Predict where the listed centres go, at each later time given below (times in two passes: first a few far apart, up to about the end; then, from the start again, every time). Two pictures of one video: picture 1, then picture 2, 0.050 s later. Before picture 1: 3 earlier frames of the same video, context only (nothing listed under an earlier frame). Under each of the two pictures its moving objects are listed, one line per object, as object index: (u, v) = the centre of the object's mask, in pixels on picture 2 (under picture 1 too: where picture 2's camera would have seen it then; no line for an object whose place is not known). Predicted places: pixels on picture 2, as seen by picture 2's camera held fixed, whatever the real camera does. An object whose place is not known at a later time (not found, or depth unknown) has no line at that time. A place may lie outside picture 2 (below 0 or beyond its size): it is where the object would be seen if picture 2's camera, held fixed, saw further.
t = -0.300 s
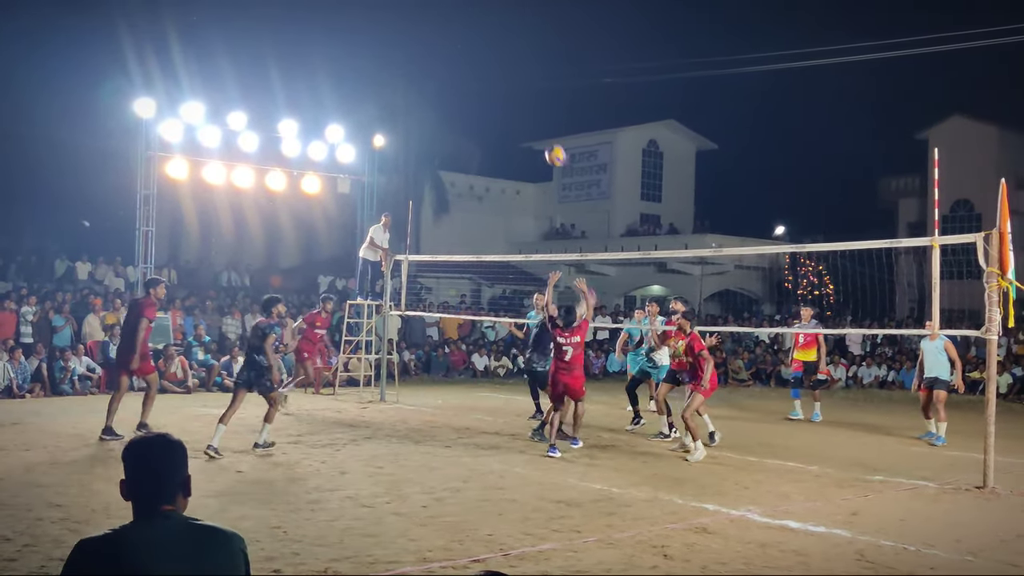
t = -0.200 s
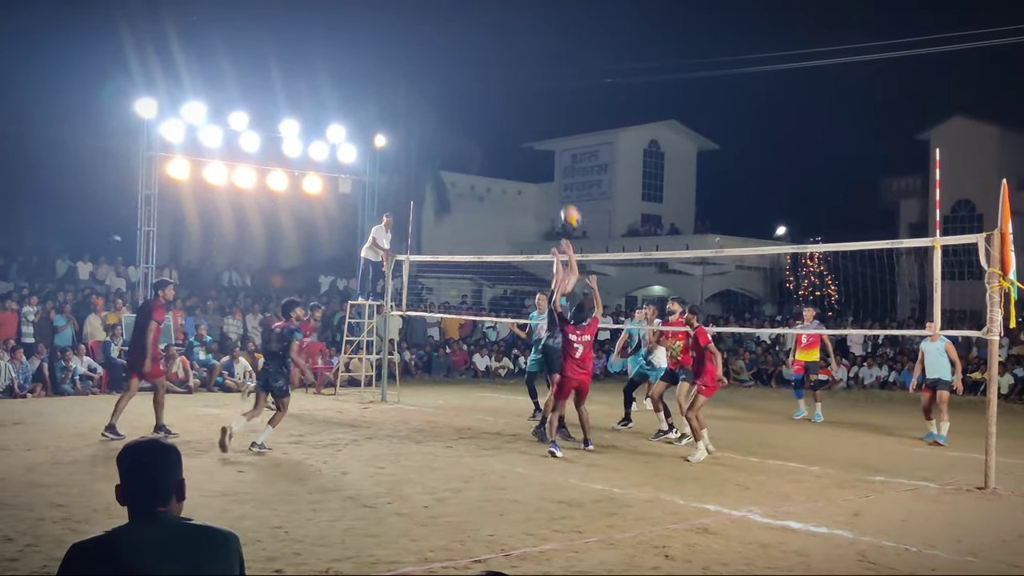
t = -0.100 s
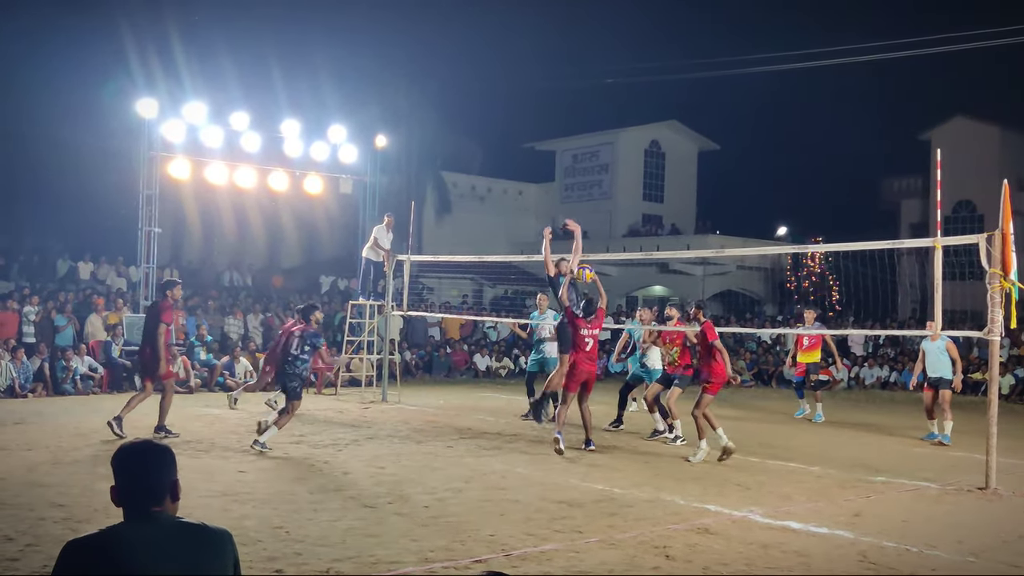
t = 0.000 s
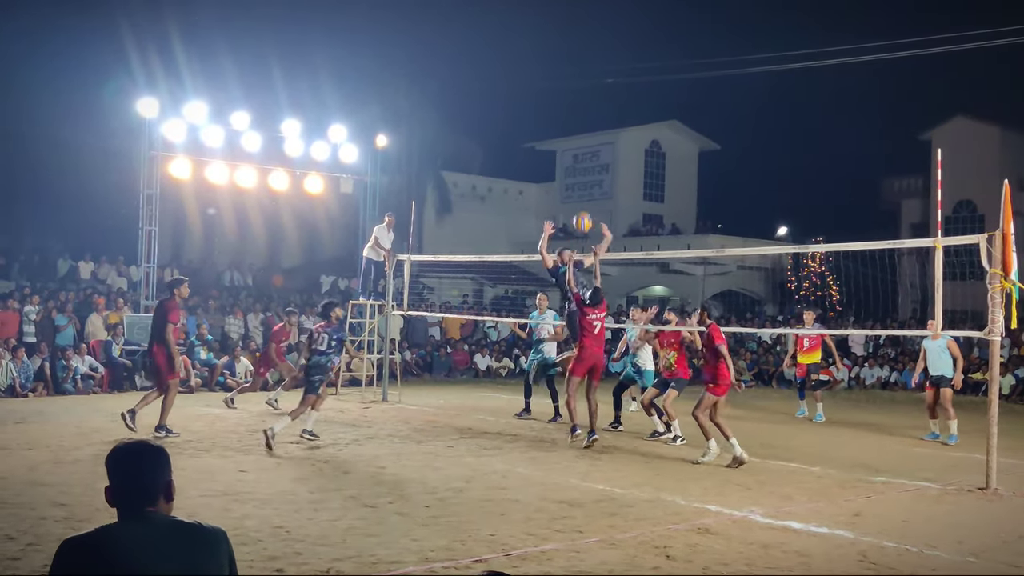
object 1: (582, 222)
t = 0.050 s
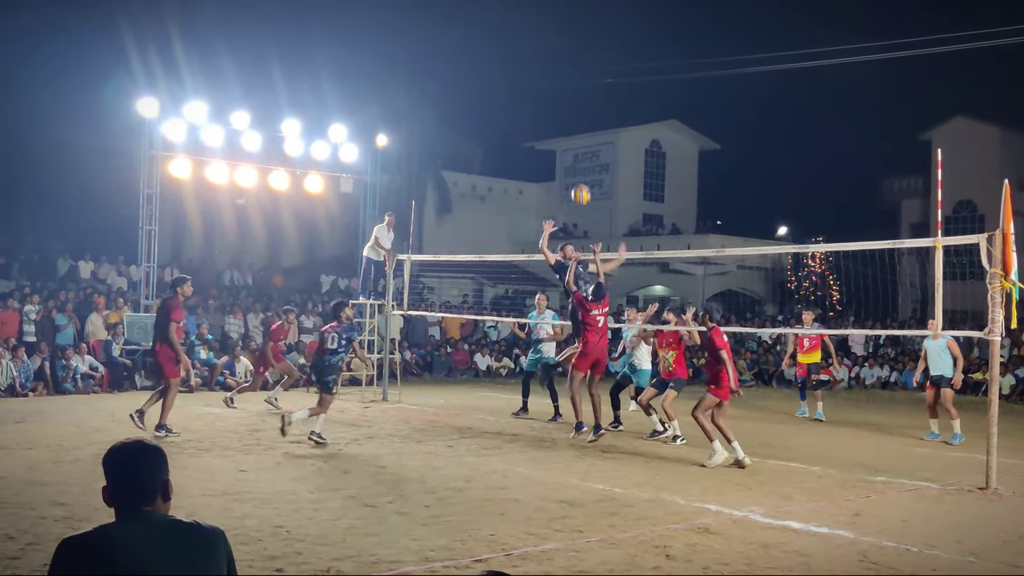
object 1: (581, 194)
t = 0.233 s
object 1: (574, 117)
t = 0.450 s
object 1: (564, 66)
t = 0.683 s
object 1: (552, 53)
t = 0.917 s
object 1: (539, 83)
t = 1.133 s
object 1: (526, 144)
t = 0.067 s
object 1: (580, 186)
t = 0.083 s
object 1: (580, 178)
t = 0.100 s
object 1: (579, 170)
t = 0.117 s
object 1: (578, 162)
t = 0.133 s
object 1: (578, 155)
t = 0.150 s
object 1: (577, 148)
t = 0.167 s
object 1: (577, 141)
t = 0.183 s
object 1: (576, 135)
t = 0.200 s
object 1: (575, 128)
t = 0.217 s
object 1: (575, 123)
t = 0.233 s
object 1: (574, 117)
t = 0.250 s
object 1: (573, 112)
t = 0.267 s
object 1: (573, 107)
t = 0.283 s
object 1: (572, 102)
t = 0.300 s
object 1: (571, 97)
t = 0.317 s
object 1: (571, 93)
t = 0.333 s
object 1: (570, 88)
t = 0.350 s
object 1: (569, 84)
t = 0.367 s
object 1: (568, 81)
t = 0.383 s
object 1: (568, 77)
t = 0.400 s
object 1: (567, 74)
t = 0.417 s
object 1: (566, 71)
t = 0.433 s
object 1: (565, 69)
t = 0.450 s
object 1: (564, 66)
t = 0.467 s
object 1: (563, 64)
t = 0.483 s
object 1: (562, 61)
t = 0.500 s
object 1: (562, 60)
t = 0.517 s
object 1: (561, 58)
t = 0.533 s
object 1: (560, 56)
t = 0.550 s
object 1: (559, 55)
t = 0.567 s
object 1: (558, 54)
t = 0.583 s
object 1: (557, 53)
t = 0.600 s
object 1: (556, 53)
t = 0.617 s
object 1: (555, 52)
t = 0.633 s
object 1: (555, 52)
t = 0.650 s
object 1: (554, 52)
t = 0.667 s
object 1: (553, 53)
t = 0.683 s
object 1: (552, 53)
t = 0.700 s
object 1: (551, 54)
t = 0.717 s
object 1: (550, 55)
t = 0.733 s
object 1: (549, 56)
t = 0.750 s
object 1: (548, 58)
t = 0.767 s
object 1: (547, 59)
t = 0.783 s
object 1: (546, 61)
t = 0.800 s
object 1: (545, 63)
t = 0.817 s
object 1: (544, 65)
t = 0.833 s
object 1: (543, 68)
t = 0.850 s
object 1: (543, 70)
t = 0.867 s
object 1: (542, 73)
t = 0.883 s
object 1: (540, 76)
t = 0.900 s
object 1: (540, 79)
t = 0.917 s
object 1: (539, 83)
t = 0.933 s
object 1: (538, 86)
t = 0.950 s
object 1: (537, 90)
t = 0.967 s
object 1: (536, 94)
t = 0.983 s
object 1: (535, 98)
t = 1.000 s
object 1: (534, 103)
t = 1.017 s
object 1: (533, 107)
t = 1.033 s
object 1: (532, 112)
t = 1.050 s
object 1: (531, 117)
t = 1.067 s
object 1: (530, 122)
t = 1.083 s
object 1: (529, 127)
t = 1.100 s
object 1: (528, 132)
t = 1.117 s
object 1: (527, 138)
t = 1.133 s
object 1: (526, 144)
